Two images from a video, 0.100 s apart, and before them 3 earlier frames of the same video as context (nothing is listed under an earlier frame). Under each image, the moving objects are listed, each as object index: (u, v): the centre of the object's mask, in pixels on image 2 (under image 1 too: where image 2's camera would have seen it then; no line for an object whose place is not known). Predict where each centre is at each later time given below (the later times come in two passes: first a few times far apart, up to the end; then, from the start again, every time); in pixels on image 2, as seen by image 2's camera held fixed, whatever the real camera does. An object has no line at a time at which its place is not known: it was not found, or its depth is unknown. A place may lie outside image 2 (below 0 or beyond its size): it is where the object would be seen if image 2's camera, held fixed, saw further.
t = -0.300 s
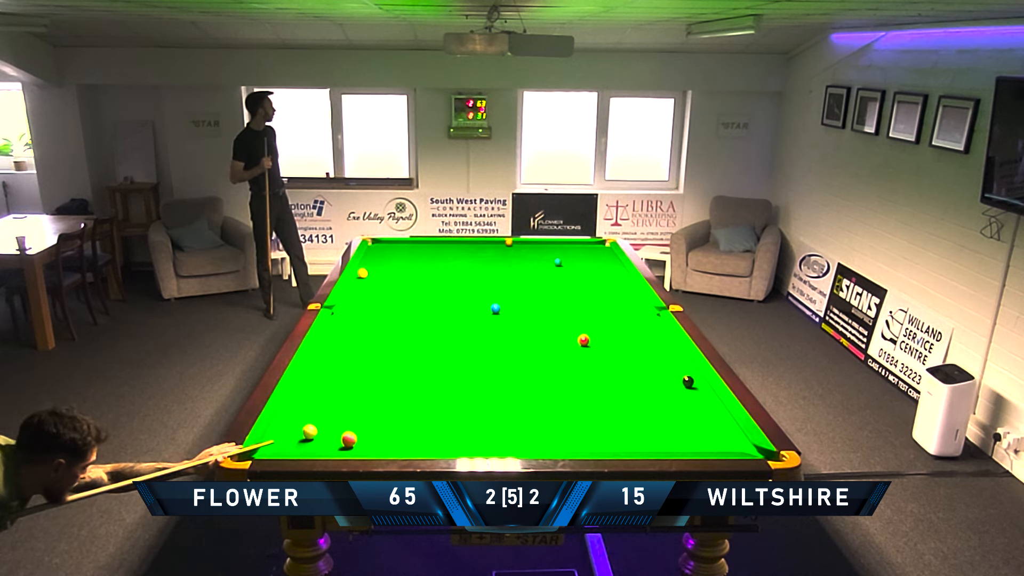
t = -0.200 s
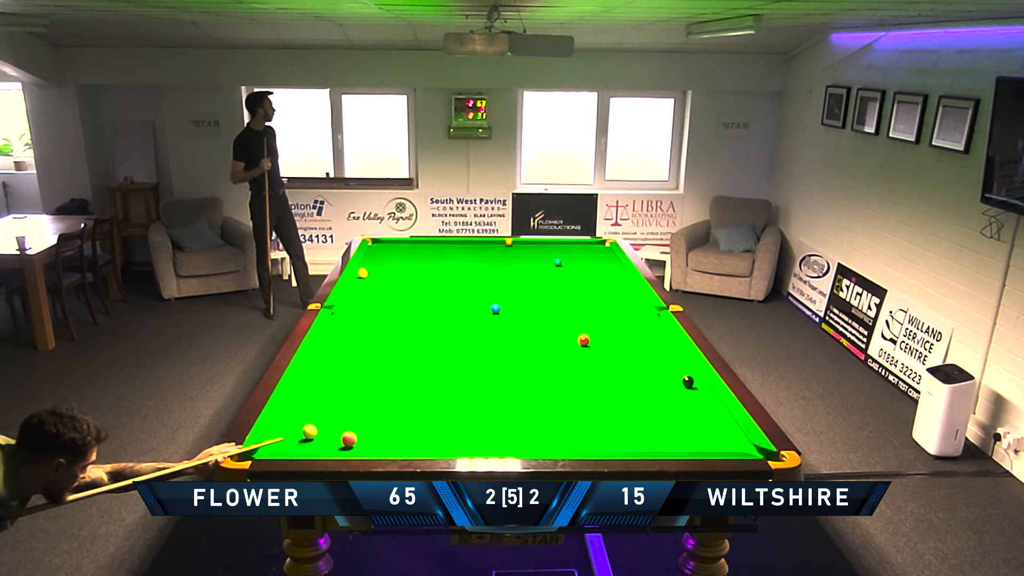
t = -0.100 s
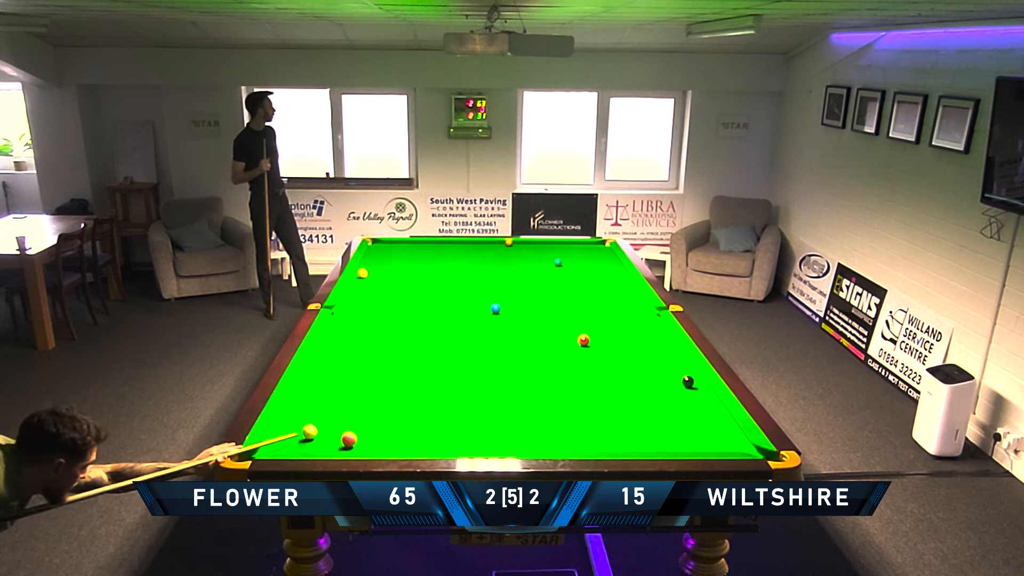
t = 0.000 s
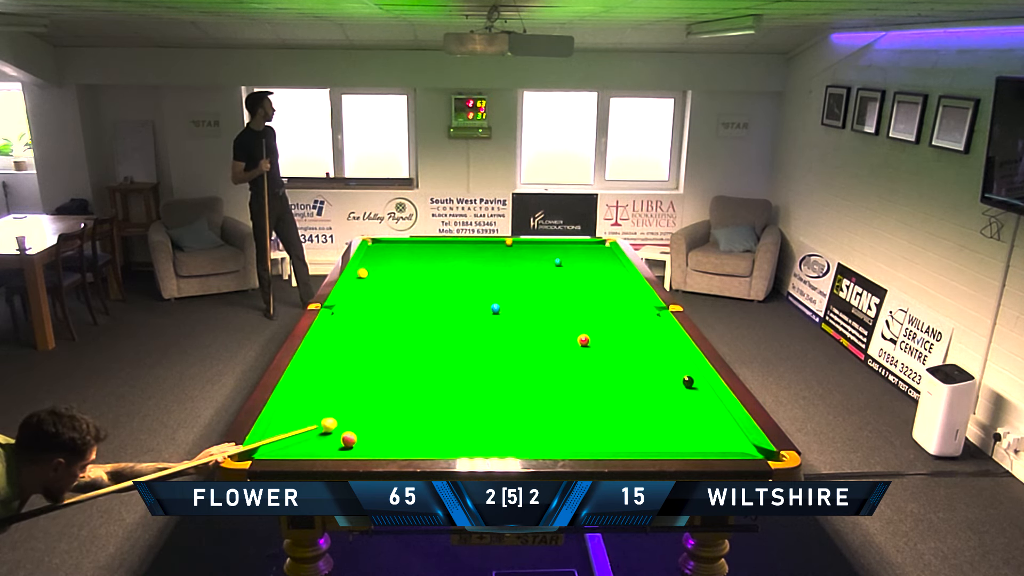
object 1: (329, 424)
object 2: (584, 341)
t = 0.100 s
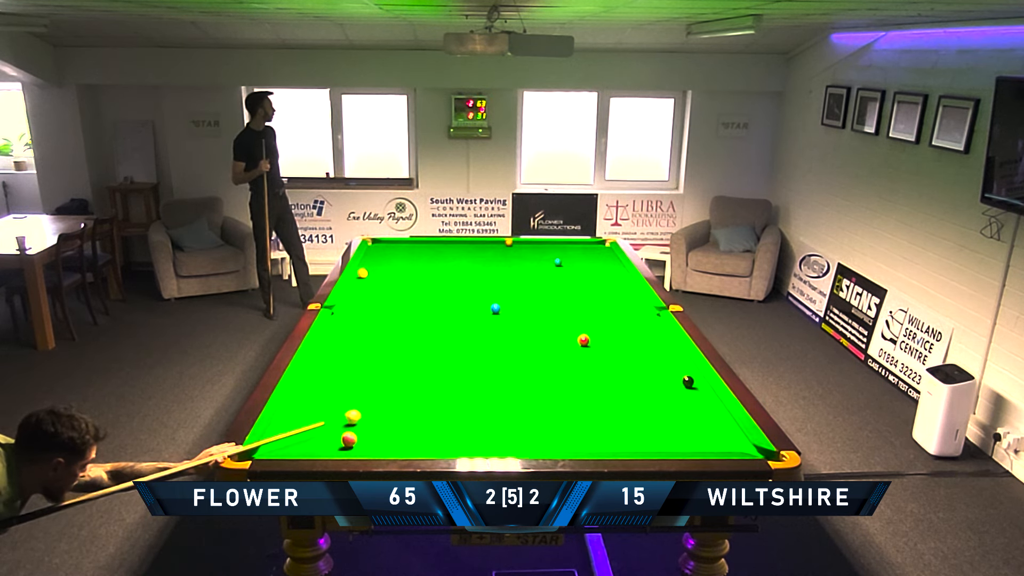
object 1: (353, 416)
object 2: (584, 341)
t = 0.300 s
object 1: (397, 401)
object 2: (584, 341)
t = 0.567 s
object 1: (449, 383)
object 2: (584, 341)
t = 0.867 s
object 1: (501, 366)
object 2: (584, 341)
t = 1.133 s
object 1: (541, 352)
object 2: (584, 341)
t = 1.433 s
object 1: (573, 340)
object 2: (592, 339)
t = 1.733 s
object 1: (574, 332)
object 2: (622, 334)
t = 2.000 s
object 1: (576, 327)
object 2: (646, 331)
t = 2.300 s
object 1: (577, 321)
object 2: (659, 327)
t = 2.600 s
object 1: (579, 316)
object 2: (643, 324)
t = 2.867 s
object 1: (580, 312)
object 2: (630, 322)
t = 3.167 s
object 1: (581, 308)
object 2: (617, 320)
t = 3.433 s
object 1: (582, 305)
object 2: (607, 318)
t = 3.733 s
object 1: (583, 303)
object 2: (596, 316)
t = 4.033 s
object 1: (583, 300)
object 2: (587, 315)
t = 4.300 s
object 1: (584, 298)
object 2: (581, 314)
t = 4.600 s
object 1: (584, 297)
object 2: (574, 313)
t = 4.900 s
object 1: (584, 295)
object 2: (569, 312)
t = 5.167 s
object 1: (584, 294)
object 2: (565, 311)
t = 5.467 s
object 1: (584, 294)
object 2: (562, 311)
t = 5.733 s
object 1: (584, 293)
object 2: (561, 310)
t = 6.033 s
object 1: (584, 293)
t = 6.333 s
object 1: (584, 293)
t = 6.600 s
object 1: (584, 293)
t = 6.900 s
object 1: (584, 293)
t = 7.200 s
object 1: (584, 294)
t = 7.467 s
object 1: (584, 294)
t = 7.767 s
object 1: (584, 294)
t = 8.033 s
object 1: (584, 294)
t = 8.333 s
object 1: (584, 294)
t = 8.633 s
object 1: (584, 294)
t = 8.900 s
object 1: (584, 294)
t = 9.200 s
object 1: (584, 293)
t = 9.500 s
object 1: (584, 294)
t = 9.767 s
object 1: (584, 294)
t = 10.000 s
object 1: (584, 294)
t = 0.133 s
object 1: (360, 414)
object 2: (584, 341)
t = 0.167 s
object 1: (368, 411)
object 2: (584, 341)
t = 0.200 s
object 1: (375, 409)
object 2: (584, 341)
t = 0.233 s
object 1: (383, 406)
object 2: (584, 341)
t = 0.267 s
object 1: (390, 404)
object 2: (584, 341)
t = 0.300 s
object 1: (397, 401)
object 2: (584, 341)
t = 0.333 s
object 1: (404, 399)
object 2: (584, 341)
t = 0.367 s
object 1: (411, 396)
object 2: (584, 341)
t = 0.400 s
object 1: (418, 394)
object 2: (584, 341)
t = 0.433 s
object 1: (424, 392)
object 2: (584, 341)
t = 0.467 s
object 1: (430, 389)
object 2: (584, 341)
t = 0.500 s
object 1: (437, 387)
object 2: (584, 341)
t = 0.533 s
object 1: (443, 385)
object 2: (584, 341)
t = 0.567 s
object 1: (449, 383)
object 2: (584, 341)
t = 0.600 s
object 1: (455, 381)
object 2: (584, 341)
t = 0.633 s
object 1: (461, 379)
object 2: (584, 341)
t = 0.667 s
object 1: (467, 377)
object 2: (584, 341)
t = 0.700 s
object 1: (473, 375)
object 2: (584, 341)
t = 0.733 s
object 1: (479, 373)
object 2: (584, 341)
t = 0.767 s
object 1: (484, 371)
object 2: (584, 341)
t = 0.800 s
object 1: (490, 369)
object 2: (584, 341)
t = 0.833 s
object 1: (496, 367)
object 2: (584, 341)
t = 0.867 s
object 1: (501, 366)
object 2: (584, 341)
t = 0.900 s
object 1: (506, 364)
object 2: (584, 341)
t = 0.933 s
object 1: (511, 362)
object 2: (584, 341)
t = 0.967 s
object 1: (517, 360)
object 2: (584, 341)
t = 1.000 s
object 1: (522, 358)
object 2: (584, 341)
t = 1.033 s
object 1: (527, 357)
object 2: (584, 341)
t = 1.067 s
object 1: (532, 355)
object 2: (584, 341)
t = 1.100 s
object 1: (537, 353)
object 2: (584, 341)
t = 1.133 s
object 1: (541, 352)
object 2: (584, 341)
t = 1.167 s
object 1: (546, 350)
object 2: (584, 341)
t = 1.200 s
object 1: (551, 349)
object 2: (584, 341)
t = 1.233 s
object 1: (556, 347)
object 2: (584, 341)
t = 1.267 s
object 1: (560, 346)
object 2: (584, 340)
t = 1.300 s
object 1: (565, 344)
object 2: (584, 341)
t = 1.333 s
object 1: (569, 343)
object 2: (584, 341)
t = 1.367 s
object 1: (573, 341)
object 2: (585, 341)
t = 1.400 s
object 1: (573, 341)
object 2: (587, 340)
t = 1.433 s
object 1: (573, 340)
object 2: (592, 339)
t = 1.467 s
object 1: (573, 339)
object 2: (596, 338)
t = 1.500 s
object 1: (573, 338)
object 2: (600, 338)
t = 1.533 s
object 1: (573, 337)
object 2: (604, 338)
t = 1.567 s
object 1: (573, 337)
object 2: (607, 337)
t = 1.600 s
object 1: (573, 336)
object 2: (610, 336)
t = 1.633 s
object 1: (574, 335)
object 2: (613, 336)
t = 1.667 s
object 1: (574, 334)
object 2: (616, 335)
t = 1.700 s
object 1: (574, 333)
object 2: (619, 335)
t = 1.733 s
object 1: (574, 332)
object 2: (622, 334)
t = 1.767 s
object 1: (575, 332)
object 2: (625, 334)
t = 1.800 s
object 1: (575, 331)
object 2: (628, 334)
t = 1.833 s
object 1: (575, 330)
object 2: (631, 333)
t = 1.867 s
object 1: (575, 330)
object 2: (634, 332)
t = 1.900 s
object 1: (575, 329)
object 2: (637, 332)
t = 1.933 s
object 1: (575, 328)
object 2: (640, 331)
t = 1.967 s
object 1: (576, 328)
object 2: (643, 331)
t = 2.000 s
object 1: (576, 327)
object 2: (646, 331)
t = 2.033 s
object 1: (576, 326)
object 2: (649, 330)
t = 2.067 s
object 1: (576, 325)
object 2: (652, 330)
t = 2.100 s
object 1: (576, 325)
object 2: (654, 329)
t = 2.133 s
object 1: (577, 324)
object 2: (657, 329)
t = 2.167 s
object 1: (577, 324)
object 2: (659, 328)
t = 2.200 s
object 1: (577, 323)
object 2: (662, 328)
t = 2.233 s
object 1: (577, 322)
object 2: (664, 328)
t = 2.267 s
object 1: (577, 322)
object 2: (661, 327)
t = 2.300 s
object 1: (577, 321)
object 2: (659, 327)
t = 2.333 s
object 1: (578, 320)
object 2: (657, 327)
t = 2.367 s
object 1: (578, 320)
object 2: (655, 327)
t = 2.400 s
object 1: (578, 319)
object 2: (654, 326)
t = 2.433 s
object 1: (578, 319)
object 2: (652, 326)
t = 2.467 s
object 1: (578, 318)
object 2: (650, 325)
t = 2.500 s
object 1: (578, 318)
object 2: (648, 325)
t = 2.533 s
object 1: (579, 317)
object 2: (646, 325)
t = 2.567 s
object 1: (579, 317)
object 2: (644, 324)
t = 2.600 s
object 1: (579, 316)
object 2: (643, 324)
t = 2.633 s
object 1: (579, 316)
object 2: (641, 324)
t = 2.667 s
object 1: (579, 315)
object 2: (639, 323)
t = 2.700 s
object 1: (579, 315)
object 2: (638, 323)
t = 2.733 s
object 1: (580, 314)
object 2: (636, 323)
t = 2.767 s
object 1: (580, 314)
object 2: (634, 323)
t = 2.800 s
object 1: (580, 313)
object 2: (633, 322)
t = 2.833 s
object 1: (580, 313)
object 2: (631, 322)
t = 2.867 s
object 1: (580, 312)
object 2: (630, 322)
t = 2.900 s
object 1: (580, 312)
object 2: (628, 322)
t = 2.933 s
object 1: (580, 311)
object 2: (627, 321)
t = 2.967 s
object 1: (581, 311)
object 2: (625, 321)
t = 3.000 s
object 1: (581, 310)
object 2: (624, 321)
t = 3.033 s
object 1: (581, 310)
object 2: (622, 321)
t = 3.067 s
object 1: (581, 310)
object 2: (621, 320)
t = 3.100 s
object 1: (581, 309)
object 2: (620, 320)
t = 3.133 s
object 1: (581, 309)
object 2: (618, 320)
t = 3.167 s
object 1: (581, 308)
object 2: (617, 320)
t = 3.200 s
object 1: (581, 308)
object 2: (616, 319)
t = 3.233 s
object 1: (581, 307)
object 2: (614, 319)
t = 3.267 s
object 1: (582, 307)
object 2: (613, 319)
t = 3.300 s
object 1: (582, 307)
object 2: (612, 319)
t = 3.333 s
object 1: (582, 306)
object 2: (610, 318)
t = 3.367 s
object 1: (582, 306)
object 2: (609, 318)
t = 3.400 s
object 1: (582, 306)
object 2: (608, 318)
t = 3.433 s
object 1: (582, 305)
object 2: (607, 318)
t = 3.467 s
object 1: (582, 305)
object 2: (605, 318)
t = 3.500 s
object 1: (582, 305)
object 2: (604, 318)
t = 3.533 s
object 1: (582, 304)
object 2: (603, 317)
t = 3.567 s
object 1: (583, 304)
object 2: (602, 317)
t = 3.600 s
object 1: (583, 304)
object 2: (601, 317)
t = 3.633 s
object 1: (583, 303)
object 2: (600, 317)
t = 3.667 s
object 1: (583, 303)
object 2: (599, 317)
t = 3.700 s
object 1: (583, 303)
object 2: (597, 316)
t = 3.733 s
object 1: (583, 303)
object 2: (596, 316)
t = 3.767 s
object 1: (583, 302)
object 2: (595, 316)
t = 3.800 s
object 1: (583, 302)
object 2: (594, 316)
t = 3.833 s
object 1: (583, 302)
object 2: (593, 316)
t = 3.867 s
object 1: (583, 301)
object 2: (592, 316)
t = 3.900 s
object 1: (583, 301)
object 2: (591, 315)
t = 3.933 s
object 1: (583, 301)
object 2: (590, 315)
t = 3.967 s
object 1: (583, 301)
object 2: (589, 315)
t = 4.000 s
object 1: (583, 300)
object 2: (588, 315)
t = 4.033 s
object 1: (583, 300)
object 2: (587, 315)
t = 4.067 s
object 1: (583, 300)
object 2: (586, 315)
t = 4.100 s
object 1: (583, 300)
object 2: (585, 314)
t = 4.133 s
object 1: (583, 299)
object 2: (585, 314)
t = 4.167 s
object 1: (584, 299)
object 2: (584, 314)
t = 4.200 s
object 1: (584, 299)
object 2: (583, 314)
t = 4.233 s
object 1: (584, 299)
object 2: (583, 314)
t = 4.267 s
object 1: (584, 299)
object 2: (582, 314)
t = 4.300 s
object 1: (584, 298)
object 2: (581, 314)
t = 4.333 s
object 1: (584, 298)
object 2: (580, 313)
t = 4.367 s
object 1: (584, 298)
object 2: (579, 313)
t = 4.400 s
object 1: (584, 298)
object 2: (578, 313)
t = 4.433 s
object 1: (584, 298)
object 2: (578, 313)
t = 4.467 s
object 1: (584, 297)
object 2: (577, 313)
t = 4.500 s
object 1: (584, 297)
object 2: (576, 313)
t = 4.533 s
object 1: (584, 297)
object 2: (576, 313)
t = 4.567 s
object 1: (584, 297)
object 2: (575, 313)
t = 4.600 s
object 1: (584, 297)
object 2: (574, 313)
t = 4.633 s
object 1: (584, 296)
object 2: (573, 312)
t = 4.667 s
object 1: (584, 296)
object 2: (573, 312)
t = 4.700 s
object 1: (584, 296)
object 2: (572, 312)
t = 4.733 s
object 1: (584, 296)
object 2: (572, 312)
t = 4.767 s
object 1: (584, 296)
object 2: (571, 312)
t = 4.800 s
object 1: (584, 296)
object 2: (570, 312)
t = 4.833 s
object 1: (584, 295)
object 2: (570, 312)
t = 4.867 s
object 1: (584, 295)
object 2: (569, 312)
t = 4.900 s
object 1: (584, 295)
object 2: (569, 312)
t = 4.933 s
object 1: (584, 295)
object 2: (568, 312)
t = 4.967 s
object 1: (584, 295)
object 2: (568, 312)
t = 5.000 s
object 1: (584, 295)
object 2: (567, 311)
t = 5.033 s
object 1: (584, 294)
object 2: (567, 311)
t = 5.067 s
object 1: (584, 294)
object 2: (566, 311)
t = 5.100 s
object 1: (584, 294)
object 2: (566, 311)
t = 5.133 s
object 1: (584, 294)
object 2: (566, 311)
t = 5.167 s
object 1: (584, 294)
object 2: (565, 311)
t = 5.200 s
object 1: (584, 294)
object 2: (565, 311)
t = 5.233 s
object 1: (584, 294)
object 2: (564, 311)
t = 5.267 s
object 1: (584, 294)
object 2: (564, 311)
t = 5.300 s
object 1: (585, 294)
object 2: (564, 311)
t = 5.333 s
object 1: (585, 294)
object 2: (563, 311)
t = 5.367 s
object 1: (585, 294)
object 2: (563, 311)
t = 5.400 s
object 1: (584, 294)
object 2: (563, 311)
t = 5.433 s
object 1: (585, 294)
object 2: (562, 311)
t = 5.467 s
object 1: (584, 294)
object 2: (562, 311)
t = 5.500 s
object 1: (584, 294)
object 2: (562, 311)
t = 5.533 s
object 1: (584, 294)
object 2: (562, 311)
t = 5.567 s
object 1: (584, 294)
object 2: (562, 311)
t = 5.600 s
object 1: (584, 293)
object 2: (561, 311)
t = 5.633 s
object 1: (584, 293)
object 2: (561, 310)
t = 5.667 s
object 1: (584, 293)
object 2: (561, 310)
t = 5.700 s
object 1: (584, 293)
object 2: (561, 310)
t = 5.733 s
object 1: (584, 293)
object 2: (561, 310)
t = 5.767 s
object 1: (584, 293)
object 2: (561, 310)
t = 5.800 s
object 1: (584, 293)
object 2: (561, 310)
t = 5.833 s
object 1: (584, 293)
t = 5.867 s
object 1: (584, 293)
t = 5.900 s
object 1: (584, 293)
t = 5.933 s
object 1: (584, 293)
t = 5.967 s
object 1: (584, 293)
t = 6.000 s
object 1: (584, 293)
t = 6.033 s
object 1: (584, 293)
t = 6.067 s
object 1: (584, 293)
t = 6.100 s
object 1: (584, 293)
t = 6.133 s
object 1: (584, 293)
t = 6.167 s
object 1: (584, 293)
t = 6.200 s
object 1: (584, 293)
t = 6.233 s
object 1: (584, 293)
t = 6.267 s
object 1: (584, 293)
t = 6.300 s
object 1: (584, 293)
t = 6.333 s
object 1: (584, 293)
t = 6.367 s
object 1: (584, 293)
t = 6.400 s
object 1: (584, 293)
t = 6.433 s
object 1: (584, 293)
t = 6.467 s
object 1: (584, 293)
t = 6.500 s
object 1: (584, 293)
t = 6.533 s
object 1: (584, 293)
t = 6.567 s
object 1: (584, 293)
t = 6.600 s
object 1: (584, 293)
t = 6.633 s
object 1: (584, 293)
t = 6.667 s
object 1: (584, 293)
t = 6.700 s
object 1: (584, 293)
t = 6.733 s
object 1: (584, 293)
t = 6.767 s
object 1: (584, 293)
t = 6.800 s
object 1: (584, 293)
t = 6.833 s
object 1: (584, 293)
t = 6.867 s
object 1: (584, 293)
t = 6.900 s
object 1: (584, 293)
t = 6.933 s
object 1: (584, 293)
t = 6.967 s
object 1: (584, 293)
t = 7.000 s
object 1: (584, 293)
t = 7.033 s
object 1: (584, 293)
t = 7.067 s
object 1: (584, 293)
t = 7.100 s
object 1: (584, 294)
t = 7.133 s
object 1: (584, 294)
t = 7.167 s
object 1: (584, 294)
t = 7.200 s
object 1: (584, 294)
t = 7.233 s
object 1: (584, 294)
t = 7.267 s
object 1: (584, 294)
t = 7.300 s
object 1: (584, 294)
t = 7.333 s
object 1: (584, 294)
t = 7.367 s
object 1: (584, 294)
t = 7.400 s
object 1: (584, 294)
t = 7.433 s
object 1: (584, 294)
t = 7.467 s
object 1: (584, 294)
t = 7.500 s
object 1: (584, 294)
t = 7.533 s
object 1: (584, 294)
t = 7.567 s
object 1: (584, 294)
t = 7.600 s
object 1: (584, 294)
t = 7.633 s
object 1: (584, 294)
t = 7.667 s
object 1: (584, 294)
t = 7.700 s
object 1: (584, 294)
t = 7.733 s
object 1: (584, 294)
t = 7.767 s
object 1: (584, 294)
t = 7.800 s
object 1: (584, 294)
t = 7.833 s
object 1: (584, 294)
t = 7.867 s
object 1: (584, 294)
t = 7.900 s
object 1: (584, 294)
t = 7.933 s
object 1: (584, 294)
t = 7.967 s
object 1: (584, 294)
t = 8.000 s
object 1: (584, 294)
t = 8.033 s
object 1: (584, 294)
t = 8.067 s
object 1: (584, 294)
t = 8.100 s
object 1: (584, 294)
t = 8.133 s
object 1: (584, 294)
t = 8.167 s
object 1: (584, 294)
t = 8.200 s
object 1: (584, 294)
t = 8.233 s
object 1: (584, 294)
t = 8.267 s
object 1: (584, 294)
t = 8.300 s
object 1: (584, 294)
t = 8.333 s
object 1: (584, 294)
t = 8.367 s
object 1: (584, 294)
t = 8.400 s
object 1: (584, 294)
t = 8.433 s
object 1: (584, 294)
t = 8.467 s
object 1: (584, 294)
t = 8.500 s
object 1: (584, 294)
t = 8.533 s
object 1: (584, 294)
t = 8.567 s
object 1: (584, 294)
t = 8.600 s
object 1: (584, 294)
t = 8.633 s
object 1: (584, 294)
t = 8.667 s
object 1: (584, 293)
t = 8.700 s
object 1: (584, 294)
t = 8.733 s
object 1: (584, 294)
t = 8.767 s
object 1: (584, 294)
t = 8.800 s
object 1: (584, 294)
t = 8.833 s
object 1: (584, 294)
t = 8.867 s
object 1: (584, 294)
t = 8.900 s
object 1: (584, 294)
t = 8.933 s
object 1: (584, 294)
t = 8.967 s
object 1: (584, 294)
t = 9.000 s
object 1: (584, 294)
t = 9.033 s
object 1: (584, 294)
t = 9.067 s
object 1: (584, 294)
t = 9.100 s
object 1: (584, 294)
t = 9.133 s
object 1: (584, 294)
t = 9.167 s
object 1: (584, 293)
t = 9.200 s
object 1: (584, 293)
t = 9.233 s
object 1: (584, 293)
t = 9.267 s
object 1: (584, 293)
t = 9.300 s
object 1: (584, 293)
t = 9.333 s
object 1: (584, 293)
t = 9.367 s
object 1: (584, 293)
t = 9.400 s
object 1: (584, 293)
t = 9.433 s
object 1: (584, 293)
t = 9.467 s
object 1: (584, 293)
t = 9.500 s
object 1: (584, 294)
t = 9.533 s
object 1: (584, 294)
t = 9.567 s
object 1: (584, 294)
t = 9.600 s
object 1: (584, 294)
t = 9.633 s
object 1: (584, 294)
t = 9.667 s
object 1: (584, 294)
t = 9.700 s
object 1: (584, 294)
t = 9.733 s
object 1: (584, 294)
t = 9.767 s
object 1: (584, 294)
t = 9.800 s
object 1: (584, 294)
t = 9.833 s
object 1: (584, 294)
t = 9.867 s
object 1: (584, 294)
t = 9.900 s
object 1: (584, 294)
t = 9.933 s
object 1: (584, 294)
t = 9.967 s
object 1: (584, 294)
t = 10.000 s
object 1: (584, 294)
